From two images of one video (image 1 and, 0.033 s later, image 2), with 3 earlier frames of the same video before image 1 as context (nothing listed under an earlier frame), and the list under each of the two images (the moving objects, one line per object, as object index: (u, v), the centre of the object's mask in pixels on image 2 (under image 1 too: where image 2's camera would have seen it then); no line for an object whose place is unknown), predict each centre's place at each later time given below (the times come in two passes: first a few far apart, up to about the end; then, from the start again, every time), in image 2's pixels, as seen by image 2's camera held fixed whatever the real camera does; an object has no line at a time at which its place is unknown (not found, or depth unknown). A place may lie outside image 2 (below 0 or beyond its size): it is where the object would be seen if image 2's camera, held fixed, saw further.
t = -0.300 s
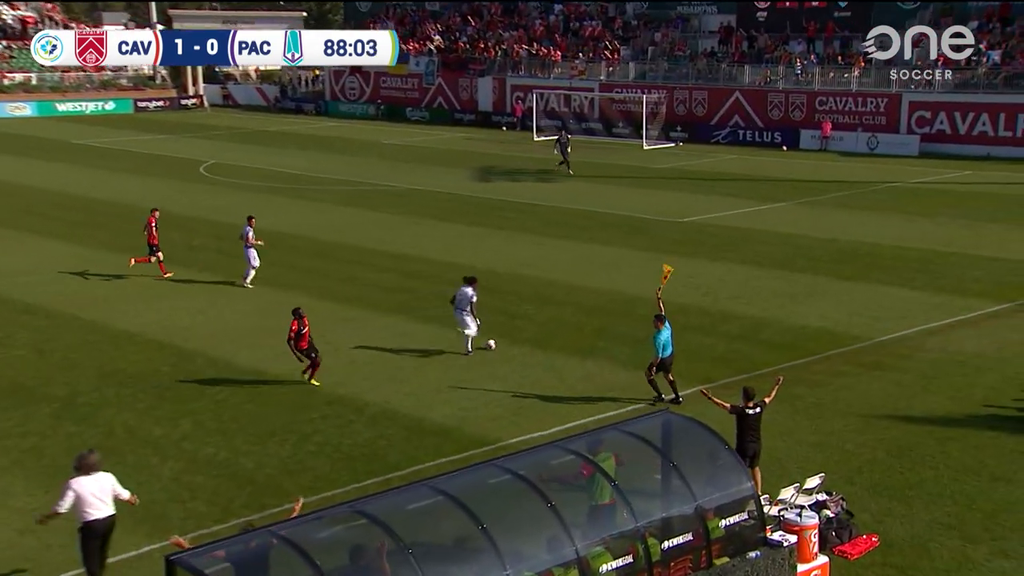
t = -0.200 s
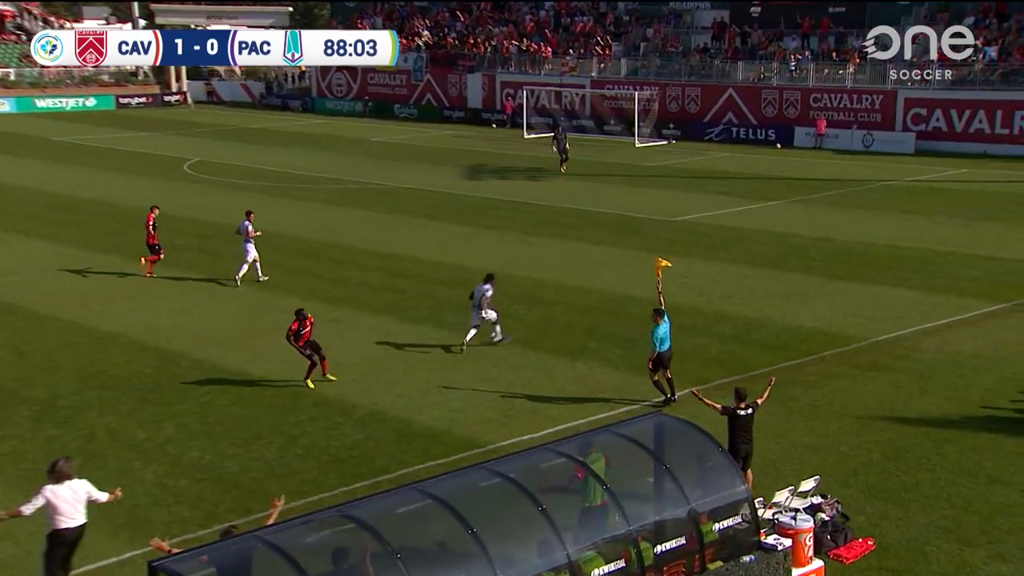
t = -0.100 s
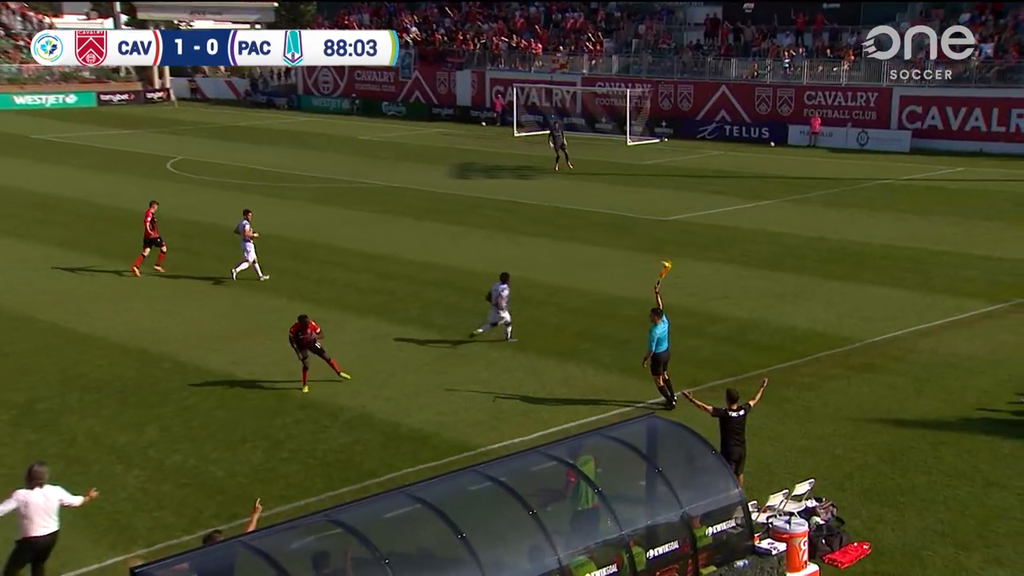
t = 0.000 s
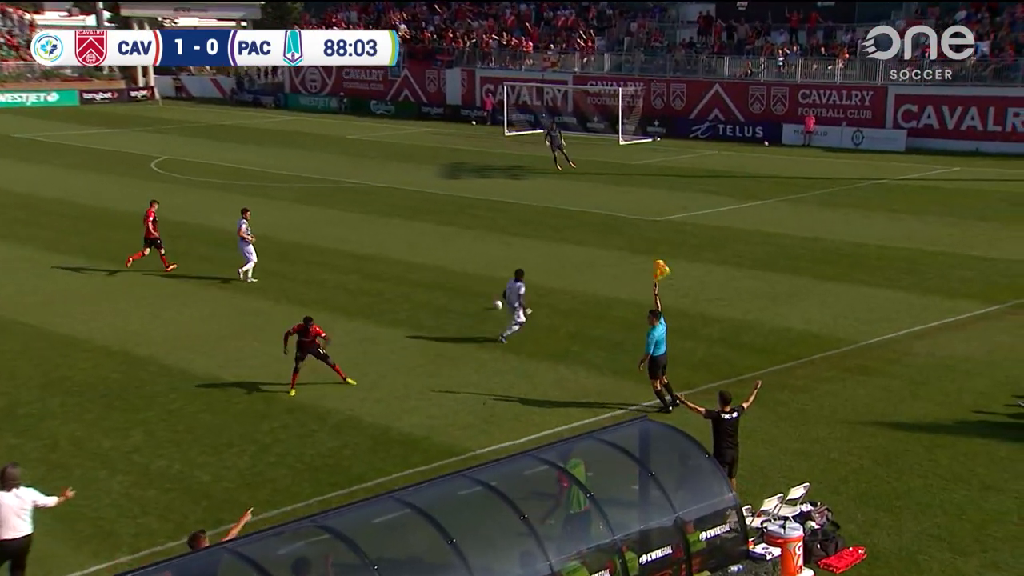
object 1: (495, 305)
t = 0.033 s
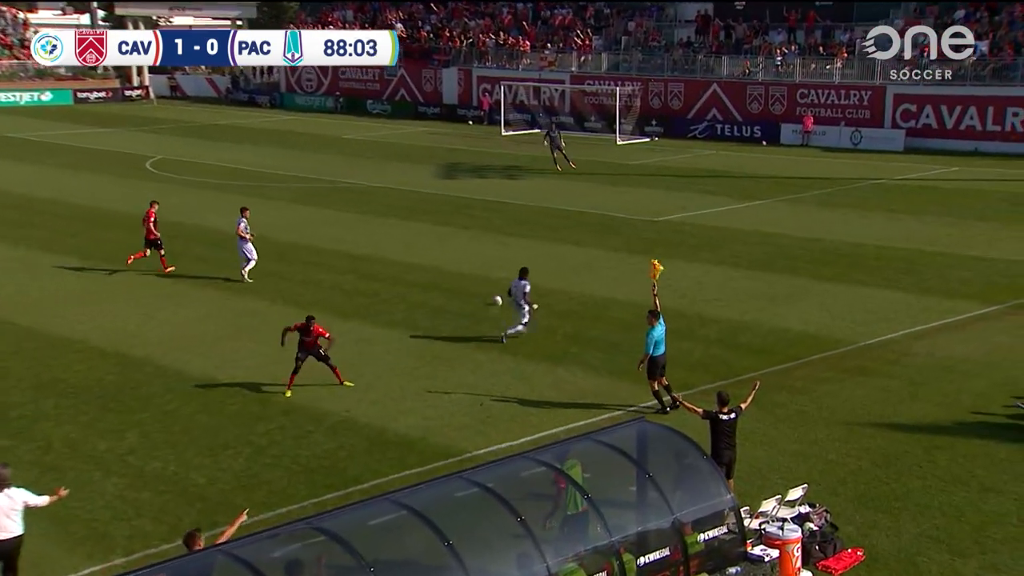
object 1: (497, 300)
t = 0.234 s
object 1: (510, 275)
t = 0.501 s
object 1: (519, 252)
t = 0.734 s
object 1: (523, 237)
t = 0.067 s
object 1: (500, 295)
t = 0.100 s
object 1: (502, 290)
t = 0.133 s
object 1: (504, 286)
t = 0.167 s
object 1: (507, 282)
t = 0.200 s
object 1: (508, 278)
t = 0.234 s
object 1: (510, 275)
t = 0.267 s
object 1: (511, 271)
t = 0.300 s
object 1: (513, 267)
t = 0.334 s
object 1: (514, 264)
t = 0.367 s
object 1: (516, 261)
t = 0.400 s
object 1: (517, 258)
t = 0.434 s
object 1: (518, 256)
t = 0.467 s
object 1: (519, 254)
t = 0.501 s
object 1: (519, 252)
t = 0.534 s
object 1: (520, 250)
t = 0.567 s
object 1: (520, 248)
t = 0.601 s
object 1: (521, 245)
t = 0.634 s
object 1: (521, 243)
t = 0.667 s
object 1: (522, 241)
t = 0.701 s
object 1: (523, 239)
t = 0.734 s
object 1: (523, 237)
